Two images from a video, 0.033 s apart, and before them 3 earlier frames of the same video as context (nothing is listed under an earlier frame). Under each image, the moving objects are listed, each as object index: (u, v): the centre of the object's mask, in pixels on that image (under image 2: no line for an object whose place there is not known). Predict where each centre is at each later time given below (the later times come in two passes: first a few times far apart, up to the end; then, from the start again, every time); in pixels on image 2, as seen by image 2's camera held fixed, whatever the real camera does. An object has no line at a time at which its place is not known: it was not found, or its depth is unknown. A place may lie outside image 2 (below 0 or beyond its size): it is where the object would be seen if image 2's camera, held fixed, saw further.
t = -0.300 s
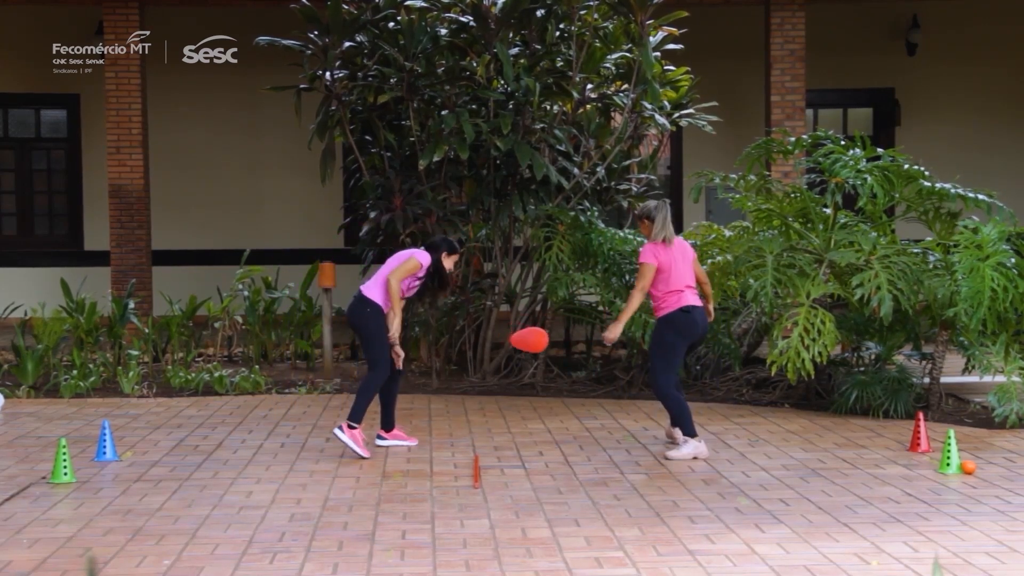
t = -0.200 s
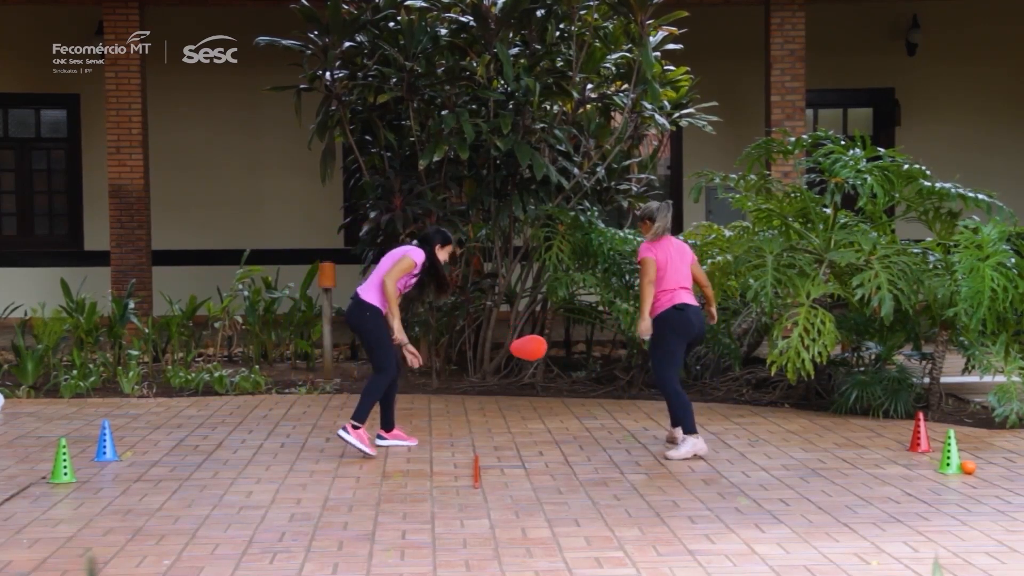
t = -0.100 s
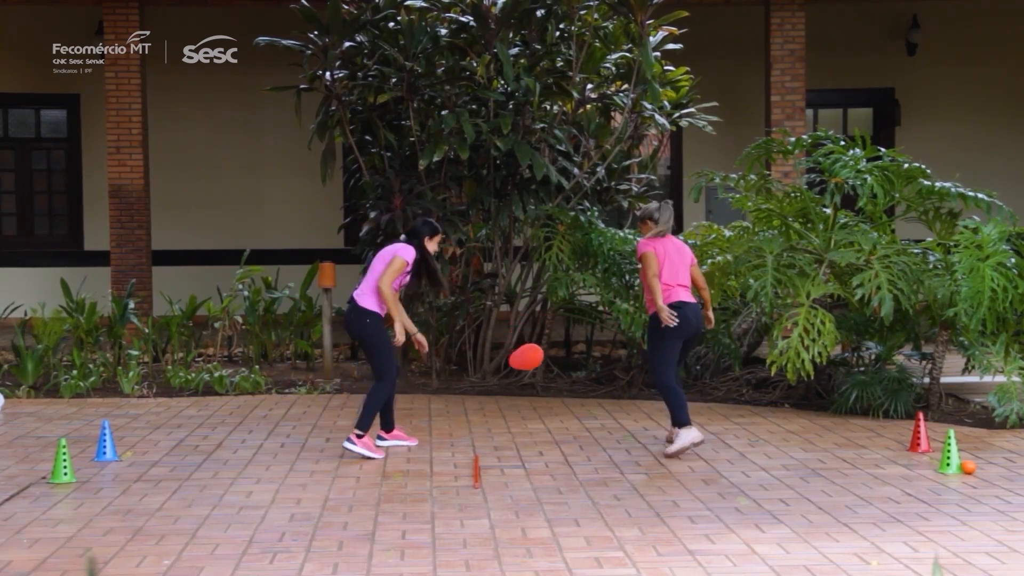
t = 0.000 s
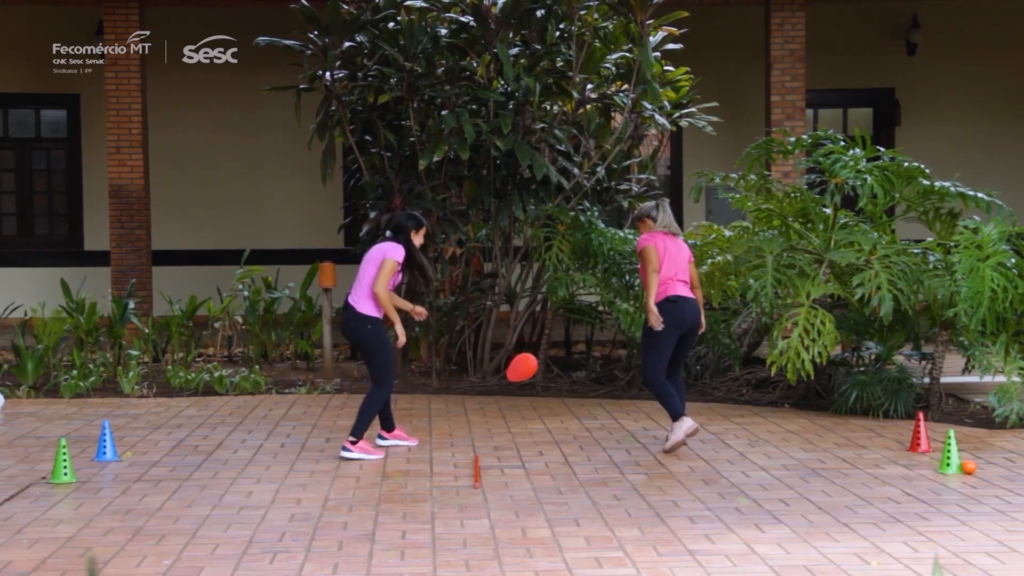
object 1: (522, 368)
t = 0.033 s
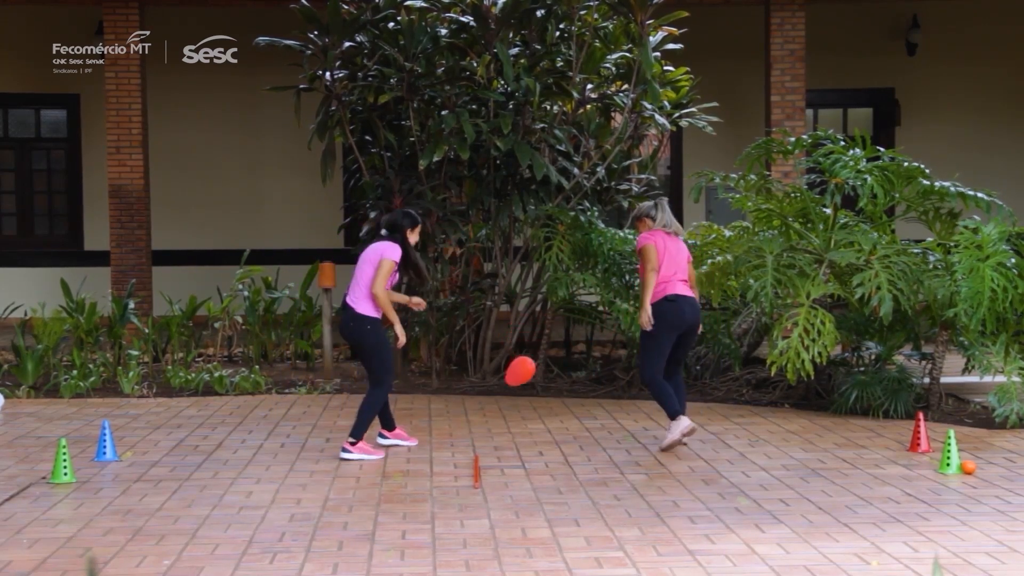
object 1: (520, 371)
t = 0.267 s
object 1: (506, 399)
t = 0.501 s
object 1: (497, 409)
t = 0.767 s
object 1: (486, 403)
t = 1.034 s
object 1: (473, 406)
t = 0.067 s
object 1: (518, 375)
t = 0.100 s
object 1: (516, 379)
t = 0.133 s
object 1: (514, 383)
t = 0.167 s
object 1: (512, 387)
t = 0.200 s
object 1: (510, 391)
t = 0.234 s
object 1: (508, 395)
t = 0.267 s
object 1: (506, 399)
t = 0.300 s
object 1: (503, 404)
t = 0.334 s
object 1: (501, 409)
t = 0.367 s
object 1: (499, 412)
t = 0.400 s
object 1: (498, 414)
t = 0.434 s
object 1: (497, 414)
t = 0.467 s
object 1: (497, 412)
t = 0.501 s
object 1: (497, 409)
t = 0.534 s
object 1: (495, 407)
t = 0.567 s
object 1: (494, 406)
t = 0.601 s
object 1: (493, 405)
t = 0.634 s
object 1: (492, 403)
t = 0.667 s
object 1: (491, 403)
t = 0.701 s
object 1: (489, 402)
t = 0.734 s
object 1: (488, 402)
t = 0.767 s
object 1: (486, 403)
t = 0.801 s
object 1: (485, 404)
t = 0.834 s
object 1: (483, 404)
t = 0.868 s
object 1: (482, 404)
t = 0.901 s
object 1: (480, 403)
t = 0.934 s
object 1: (478, 404)
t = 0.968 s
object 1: (476, 404)
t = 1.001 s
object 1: (475, 405)
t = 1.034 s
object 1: (473, 406)
